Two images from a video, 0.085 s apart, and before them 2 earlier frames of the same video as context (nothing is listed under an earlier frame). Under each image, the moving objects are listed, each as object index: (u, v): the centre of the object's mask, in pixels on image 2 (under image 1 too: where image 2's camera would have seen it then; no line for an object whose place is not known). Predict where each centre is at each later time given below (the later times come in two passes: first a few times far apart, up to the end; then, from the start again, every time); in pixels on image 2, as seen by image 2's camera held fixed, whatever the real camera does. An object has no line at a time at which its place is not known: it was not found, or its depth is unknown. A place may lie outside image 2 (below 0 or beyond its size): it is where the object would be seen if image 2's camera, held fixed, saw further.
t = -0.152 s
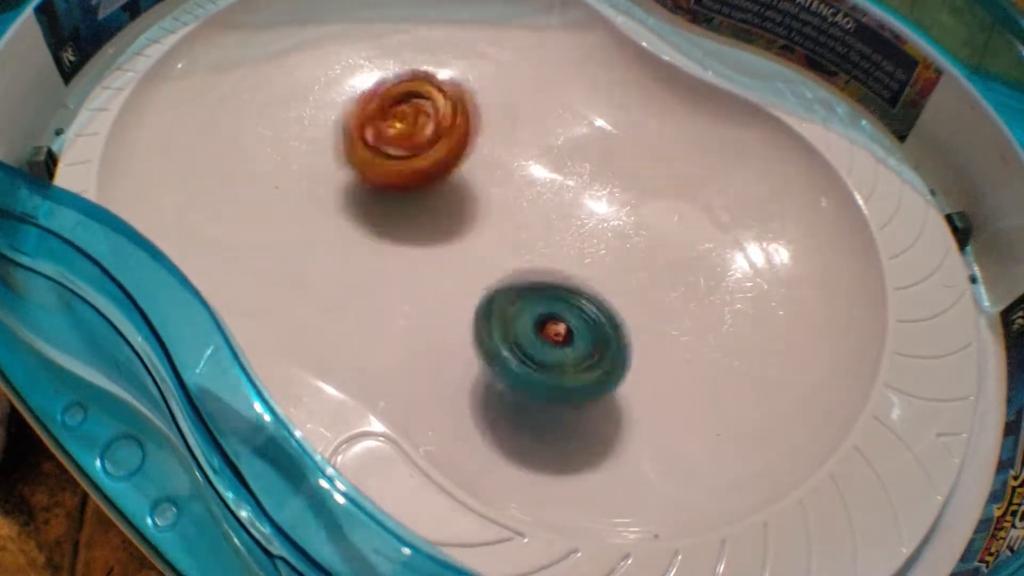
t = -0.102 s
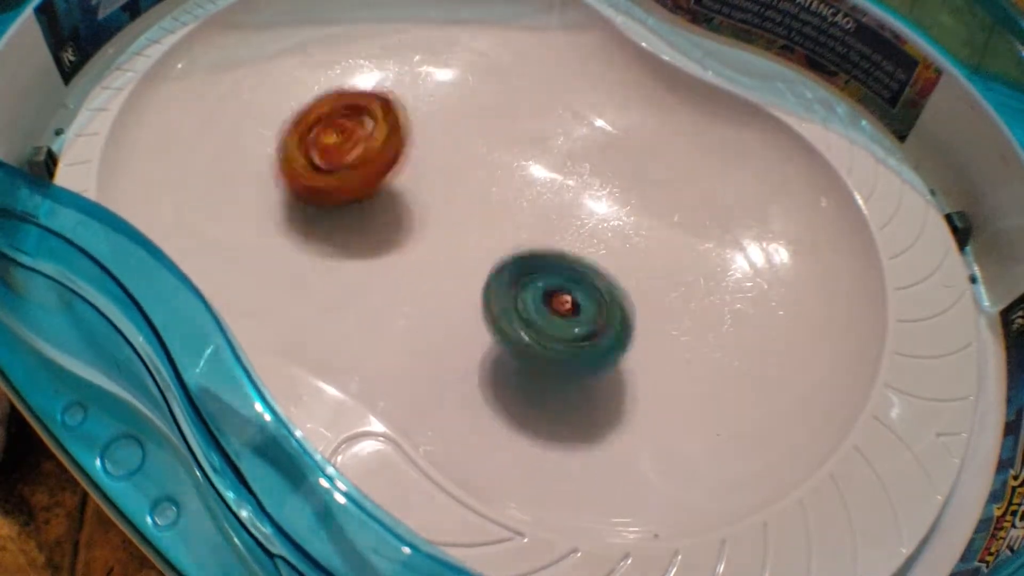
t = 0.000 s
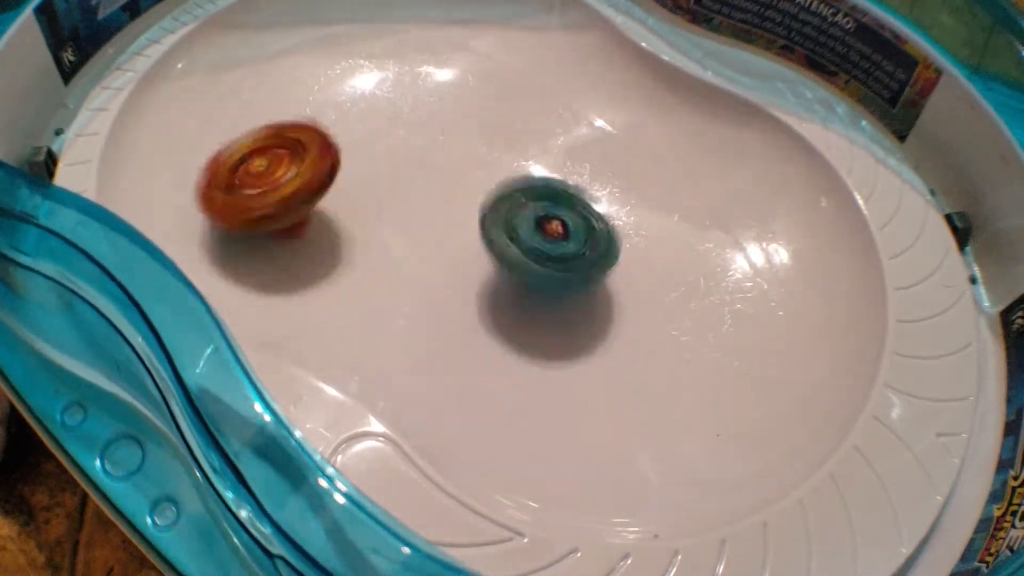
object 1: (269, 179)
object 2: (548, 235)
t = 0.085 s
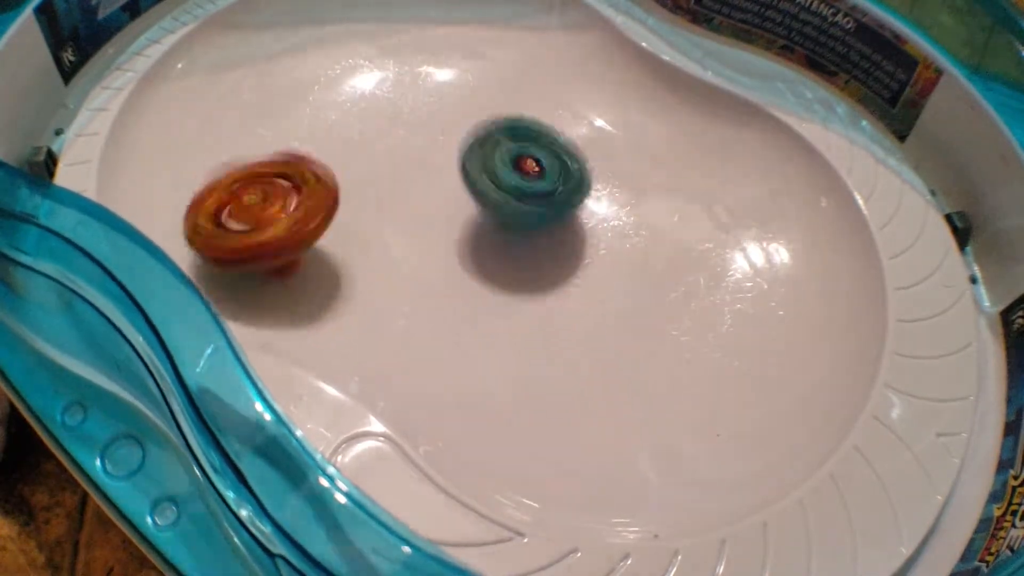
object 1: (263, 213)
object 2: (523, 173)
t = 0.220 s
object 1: (317, 238)
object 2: (446, 61)
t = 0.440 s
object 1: (418, 166)
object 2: (307, 35)
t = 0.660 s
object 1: (412, 70)
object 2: (320, 146)
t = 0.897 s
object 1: (388, 42)
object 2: (499, 157)
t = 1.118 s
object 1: (401, 77)
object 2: (559, 138)
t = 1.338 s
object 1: (423, 123)
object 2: (545, 207)
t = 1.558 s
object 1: (406, 176)
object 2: (615, 325)
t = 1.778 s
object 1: (381, 203)
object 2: (731, 340)
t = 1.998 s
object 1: (385, 172)
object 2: (637, 234)
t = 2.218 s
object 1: (390, 110)
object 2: (478, 204)
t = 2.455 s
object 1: (410, 62)
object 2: (475, 240)
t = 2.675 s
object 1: (440, 67)
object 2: (492, 189)
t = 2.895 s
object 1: (422, 46)
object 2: (449, 195)
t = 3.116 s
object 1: (374, 79)
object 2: (483, 225)
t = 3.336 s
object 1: (334, 121)
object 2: (484, 173)
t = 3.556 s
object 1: (290, 154)
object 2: (430, 113)
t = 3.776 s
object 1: (274, 173)
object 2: (344, 88)
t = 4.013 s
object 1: (311, 194)
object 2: (371, 76)
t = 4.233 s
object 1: (378, 163)
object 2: (440, 73)
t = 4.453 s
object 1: (421, 149)
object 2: (453, 49)
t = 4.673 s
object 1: (438, 182)
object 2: (401, 86)
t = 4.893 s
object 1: (447, 244)
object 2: (387, 130)
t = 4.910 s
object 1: (450, 246)
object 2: (387, 133)
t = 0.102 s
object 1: (264, 220)
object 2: (515, 160)
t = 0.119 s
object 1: (269, 227)
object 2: (509, 148)
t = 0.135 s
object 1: (277, 232)
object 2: (500, 135)
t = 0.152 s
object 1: (284, 237)
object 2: (491, 120)
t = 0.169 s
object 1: (292, 238)
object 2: (480, 105)
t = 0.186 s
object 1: (300, 241)
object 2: (466, 87)
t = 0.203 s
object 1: (309, 240)
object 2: (457, 75)
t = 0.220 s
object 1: (317, 238)
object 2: (446, 61)
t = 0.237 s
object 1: (326, 237)
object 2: (436, 52)
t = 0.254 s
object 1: (333, 234)
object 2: (423, 42)
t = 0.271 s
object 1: (343, 229)
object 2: (412, 36)
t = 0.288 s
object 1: (351, 226)
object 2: (403, 33)
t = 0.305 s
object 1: (358, 221)
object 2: (393, 30)
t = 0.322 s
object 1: (367, 216)
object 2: (383, 29)
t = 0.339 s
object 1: (375, 210)
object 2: (373, 28)
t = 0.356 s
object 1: (383, 204)
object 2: (362, 28)
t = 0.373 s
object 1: (392, 197)
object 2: (351, 29)
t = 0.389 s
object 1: (399, 189)
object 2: (338, 29)
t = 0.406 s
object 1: (406, 181)
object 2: (328, 31)
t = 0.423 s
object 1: (413, 171)
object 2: (318, 33)
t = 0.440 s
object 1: (418, 166)
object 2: (307, 35)
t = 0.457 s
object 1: (423, 155)
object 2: (298, 39)
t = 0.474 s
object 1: (428, 150)
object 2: (290, 42)
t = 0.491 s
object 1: (430, 142)
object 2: (283, 49)
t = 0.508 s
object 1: (431, 134)
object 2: (276, 58)
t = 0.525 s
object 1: (433, 126)
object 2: (273, 66)
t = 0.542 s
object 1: (431, 121)
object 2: (271, 76)
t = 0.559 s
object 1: (430, 113)
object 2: (271, 87)
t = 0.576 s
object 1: (429, 106)
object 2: (275, 100)
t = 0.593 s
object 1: (426, 99)
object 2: (279, 110)
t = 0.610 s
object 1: (422, 90)
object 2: (288, 122)
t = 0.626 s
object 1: (419, 83)
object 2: (295, 132)
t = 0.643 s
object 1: (415, 77)
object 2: (306, 139)
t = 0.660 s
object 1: (412, 70)
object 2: (320, 146)
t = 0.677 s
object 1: (411, 66)
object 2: (332, 151)
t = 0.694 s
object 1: (407, 62)
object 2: (345, 156)
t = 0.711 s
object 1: (406, 58)
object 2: (360, 161)
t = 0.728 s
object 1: (404, 55)
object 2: (373, 163)
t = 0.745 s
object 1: (400, 51)
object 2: (385, 164)
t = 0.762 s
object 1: (399, 48)
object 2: (400, 166)
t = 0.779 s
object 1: (398, 47)
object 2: (412, 164)
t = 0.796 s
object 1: (395, 44)
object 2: (425, 165)
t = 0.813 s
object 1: (394, 43)
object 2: (437, 163)
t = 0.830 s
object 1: (393, 42)
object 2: (450, 162)
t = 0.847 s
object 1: (391, 42)
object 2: (463, 160)
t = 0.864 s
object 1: (390, 41)
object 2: (473, 159)
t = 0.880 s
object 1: (390, 42)
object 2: (486, 158)
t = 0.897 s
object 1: (388, 42)
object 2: (499, 157)
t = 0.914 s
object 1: (388, 43)
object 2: (511, 156)
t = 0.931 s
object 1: (388, 44)
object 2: (524, 154)
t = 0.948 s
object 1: (388, 45)
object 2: (534, 154)
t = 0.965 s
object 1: (388, 46)
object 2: (544, 152)
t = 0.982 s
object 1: (390, 48)
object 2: (551, 151)
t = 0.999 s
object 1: (389, 51)
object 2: (557, 148)
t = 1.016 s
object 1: (391, 53)
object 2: (561, 145)
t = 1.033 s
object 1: (393, 56)
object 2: (565, 143)
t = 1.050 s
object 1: (393, 61)
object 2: (565, 142)
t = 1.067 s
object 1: (395, 64)
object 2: (566, 140)
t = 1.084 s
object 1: (397, 68)
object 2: (564, 138)
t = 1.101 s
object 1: (399, 73)
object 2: (562, 138)
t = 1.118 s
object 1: (401, 77)
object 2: (559, 138)
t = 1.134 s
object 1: (404, 81)
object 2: (555, 140)
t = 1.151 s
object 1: (405, 85)
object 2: (553, 140)
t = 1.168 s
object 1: (408, 88)
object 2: (548, 145)
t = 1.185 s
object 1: (411, 91)
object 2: (545, 148)
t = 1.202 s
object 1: (412, 96)
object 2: (542, 152)
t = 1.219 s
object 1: (413, 98)
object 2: (541, 157)
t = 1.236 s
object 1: (416, 102)
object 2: (538, 163)
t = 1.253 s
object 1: (417, 106)
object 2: (538, 170)
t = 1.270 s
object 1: (418, 109)
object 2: (537, 177)
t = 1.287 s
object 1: (421, 111)
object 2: (538, 184)
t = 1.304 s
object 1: (421, 115)
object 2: (539, 191)
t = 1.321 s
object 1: (421, 120)
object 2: (542, 198)
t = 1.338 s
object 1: (423, 123)
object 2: (545, 207)
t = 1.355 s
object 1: (423, 127)
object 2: (547, 216)
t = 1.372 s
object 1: (423, 131)
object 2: (551, 225)
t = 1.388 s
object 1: (425, 136)
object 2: (555, 235)
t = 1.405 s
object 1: (424, 140)
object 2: (559, 245)
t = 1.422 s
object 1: (422, 145)
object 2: (563, 255)
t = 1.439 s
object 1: (422, 149)
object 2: (569, 264)
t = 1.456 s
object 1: (419, 154)
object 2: (573, 272)
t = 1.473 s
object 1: (417, 157)
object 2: (580, 281)
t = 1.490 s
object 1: (417, 161)
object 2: (586, 290)
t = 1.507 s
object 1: (413, 165)
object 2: (593, 298)
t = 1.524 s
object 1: (410, 169)
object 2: (599, 308)
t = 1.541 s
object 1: (410, 172)
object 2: (607, 316)
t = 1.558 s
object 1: (406, 176)
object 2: (615, 325)
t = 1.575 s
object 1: (403, 179)
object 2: (623, 333)
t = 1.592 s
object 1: (402, 182)
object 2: (633, 342)
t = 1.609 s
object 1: (398, 186)
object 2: (642, 350)
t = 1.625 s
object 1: (396, 188)
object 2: (652, 358)
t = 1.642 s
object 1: (395, 190)
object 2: (662, 363)
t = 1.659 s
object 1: (392, 193)
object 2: (673, 366)
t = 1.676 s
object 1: (390, 196)
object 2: (683, 366)
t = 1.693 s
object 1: (389, 197)
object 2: (693, 368)
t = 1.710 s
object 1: (386, 200)
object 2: (703, 364)
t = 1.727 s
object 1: (385, 200)
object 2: (712, 361)
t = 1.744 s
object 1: (384, 201)
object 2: (719, 356)
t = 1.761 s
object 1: (383, 202)
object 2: (726, 348)
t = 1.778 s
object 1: (381, 203)
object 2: (731, 340)
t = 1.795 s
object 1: (381, 202)
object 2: (734, 333)
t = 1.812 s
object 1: (381, 203)
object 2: (735, 319)
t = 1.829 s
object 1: (379, 202)
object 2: (734, 306)
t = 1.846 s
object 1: (380, 198)
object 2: (729, 295)
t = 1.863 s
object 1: (380, 198)
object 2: (725, 285)
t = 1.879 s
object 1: (380, 196)
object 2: (715, 276)
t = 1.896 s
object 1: (381, 193)
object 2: (707, 269)
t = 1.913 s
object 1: (381, 191)
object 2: (695, 260)
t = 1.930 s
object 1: (381, 188)
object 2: (685, 253)
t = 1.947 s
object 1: (382, 184)
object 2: (672, 246)
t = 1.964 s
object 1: (384, 181)
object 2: (661, 241)
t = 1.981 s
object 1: (383, 175)
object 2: (648, 236)
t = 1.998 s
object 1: (385, 172)
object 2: (637, 234)
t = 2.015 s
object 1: (387, 169)
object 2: (623, 228)
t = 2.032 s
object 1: (386, 165)
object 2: (611, 227)
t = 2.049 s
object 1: (388, 160)
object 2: (596, 223)
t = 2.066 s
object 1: (389, 157)
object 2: (583, 219)
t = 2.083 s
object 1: (389, 153)
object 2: (567, 215)
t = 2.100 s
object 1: (390, 148)
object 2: (555, 212)
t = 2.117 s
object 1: (392, 144)
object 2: (538, 208)
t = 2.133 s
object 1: (393, 140)
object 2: (524, 205)
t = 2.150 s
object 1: (394, 135)
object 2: (510, 201)
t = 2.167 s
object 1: (395, 130)
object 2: (500, 200)
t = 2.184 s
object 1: (392, 123)
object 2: (490, 200)
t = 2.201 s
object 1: (391, 117)
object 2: (486, 203)
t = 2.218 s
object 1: (390, 110)
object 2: (478, 204)
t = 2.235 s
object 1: (388, 103)
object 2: (475, 206)
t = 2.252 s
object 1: (388, 97)
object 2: (469, 208)
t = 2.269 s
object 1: (389, 92)
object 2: (467, 211)
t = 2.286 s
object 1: (391, 88)
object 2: (461, 214)
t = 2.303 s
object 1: (393, 84)
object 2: (461, 217)
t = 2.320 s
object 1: (395, 81)
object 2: (457, 220)
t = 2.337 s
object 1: (396, 78)
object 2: (458, 224)
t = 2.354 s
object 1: (397, 75)
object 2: (457, 227)
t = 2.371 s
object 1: (399, 72)
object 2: (459, 231)
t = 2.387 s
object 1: (401, 70)
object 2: (460, 233)
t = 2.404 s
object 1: (403, 67)
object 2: (464, 236)
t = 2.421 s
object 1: (405, 65)
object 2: (466, 238)
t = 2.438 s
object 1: (408, 63)
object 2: (472, 240)
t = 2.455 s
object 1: (410, 62)
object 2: (475, 240)
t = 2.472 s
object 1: (413, 60)
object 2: (481, 241)
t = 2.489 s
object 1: (416, 59)
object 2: (484, 240)
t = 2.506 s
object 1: (419, 59)
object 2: (490, 239)
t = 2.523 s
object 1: (421, 58)
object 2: (493, 236)
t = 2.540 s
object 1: (424, 58)
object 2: (496, 233)
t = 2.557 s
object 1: (426, 59)
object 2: (497, 232)
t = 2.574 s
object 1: (429, 58)
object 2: (500, 226)
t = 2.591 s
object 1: (431, 59)
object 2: (501, 222)
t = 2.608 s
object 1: (434, 61)
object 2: (500, 216)
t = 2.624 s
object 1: (435, 62)
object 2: (499, 210)
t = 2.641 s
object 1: (438, 63)
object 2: (496, 202)
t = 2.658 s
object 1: (440, 66)
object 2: (495, 196)
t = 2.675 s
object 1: (440, 67)
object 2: (492, 189)
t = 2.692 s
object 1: (442, 68)
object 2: (490, 183)
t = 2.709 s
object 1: (444, 70)
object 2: (486, 176)
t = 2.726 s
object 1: (444, 72)
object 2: (482, 170)
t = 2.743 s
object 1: (445, 71)
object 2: (477, 169)
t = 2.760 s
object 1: (445, 66)
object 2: (476, 171)
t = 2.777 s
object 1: (442, 61)
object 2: (471, 172)
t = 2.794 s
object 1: (440, 55)
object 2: (468, 179)
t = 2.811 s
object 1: (438, 50)
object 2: (465, 183)
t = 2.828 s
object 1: (436, 48)
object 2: (461, 185)
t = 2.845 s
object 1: (432, 46)
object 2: (457, 188)
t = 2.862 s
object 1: (429, 46)
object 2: (453, 191)
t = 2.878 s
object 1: (426, 45)
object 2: (452, 192)
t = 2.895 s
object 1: (422, 46)
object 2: (449, 195)
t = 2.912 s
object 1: (418, 45)
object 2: (450, 199)
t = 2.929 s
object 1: (414, 46)
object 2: (448, 202)
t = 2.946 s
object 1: (411, 49)
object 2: (449, 204)
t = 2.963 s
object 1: (406, 50)
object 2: (449, 207)
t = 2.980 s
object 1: (402, 53)
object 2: (450, 210)
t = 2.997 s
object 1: (400, 55)
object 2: (453, 213)
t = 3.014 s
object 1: (395, 58)
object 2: (456, 216)
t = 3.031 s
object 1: (391, 62)
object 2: (461, 220)
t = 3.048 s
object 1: (389, 63)
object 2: (463, 222)
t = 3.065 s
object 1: (384, 68)
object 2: (469, 223)
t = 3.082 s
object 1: (381, 71)
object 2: (473, 225)
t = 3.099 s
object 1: (378, 74)
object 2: (480, 225)
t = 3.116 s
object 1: (374, 79)
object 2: (483, 225)
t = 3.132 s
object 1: (371, 81)
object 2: (488, 224)
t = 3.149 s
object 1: (369, 84)
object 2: (492, 224)
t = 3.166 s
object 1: (366, 88)
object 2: (494, 221)
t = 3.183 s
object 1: (362, 92)
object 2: (497, 217)
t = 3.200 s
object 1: (359, 95)
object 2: (496, 214)
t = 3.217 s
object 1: (357, 98)
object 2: (498, 209)
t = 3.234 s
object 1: (353, 102)
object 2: (496, 205)
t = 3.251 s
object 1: (351, 104)
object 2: (496, 198)
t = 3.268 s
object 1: (348, 107)
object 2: (494, 195)
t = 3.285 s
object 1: (344, 111)
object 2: (492, 188)
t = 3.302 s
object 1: (341, 114)
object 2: (491, 183)
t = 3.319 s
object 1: (337, 117)
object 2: (486, 177)
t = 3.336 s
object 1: (334, 121)
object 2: (484, 173)
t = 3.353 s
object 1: (330, 124)
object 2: (481, 168)
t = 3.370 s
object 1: (326, 127)
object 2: (477, 163)
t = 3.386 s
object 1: (324, 130)
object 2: (474, 159)
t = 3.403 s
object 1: (320, 133)
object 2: (469, 154)
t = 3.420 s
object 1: (318, 135)
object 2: (466, 149)
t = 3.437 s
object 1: (315, 137)
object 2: (461, 145)
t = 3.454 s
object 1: (312, 140)
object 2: (457, 140)
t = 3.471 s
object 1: (309, 142)
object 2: (452, 136)
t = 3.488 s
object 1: (306, 144)
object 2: (446, 131)
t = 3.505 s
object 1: (303, 148)
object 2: (441, 126)
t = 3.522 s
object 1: (296, 150)
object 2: (437, 121)
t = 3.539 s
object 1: (293, 153)
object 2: (435, 115)
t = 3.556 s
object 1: (290, 154)
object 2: (430, 113)
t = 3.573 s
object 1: (286, 156)
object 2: (425, 107)
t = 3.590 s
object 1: (285, 158)
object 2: (419, 103)
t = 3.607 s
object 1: (282, 159)
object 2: (412, 98)
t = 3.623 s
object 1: (281, 161)
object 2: (404, 94)
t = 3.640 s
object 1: (279, 162)
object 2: (394, 92)
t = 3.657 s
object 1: (278, 164)
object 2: (387, 89)
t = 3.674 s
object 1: (278, 164)
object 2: (377, 89)
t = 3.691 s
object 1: (278, 165)
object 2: (369, 88)
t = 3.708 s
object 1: (278, 167)
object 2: (362, 89)
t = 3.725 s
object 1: (276, 168)
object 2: (356, 88)
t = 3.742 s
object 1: (275, 171)
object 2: (350, 88)
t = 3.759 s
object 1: (274, 173)
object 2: (346, 89)
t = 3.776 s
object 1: (274, 173)
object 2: (344, 88)
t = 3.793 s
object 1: (275, 175)
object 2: (342, 89)
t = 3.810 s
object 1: (271, 181)
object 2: (342, 87)
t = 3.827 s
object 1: (270, 184)
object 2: (344, 85)
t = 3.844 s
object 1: (269, 187)
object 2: (346, 83)
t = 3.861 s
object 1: (271, 190)
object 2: (348, 82)
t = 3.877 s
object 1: (272, 191)
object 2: (350, 80)
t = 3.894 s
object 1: (275, 193)
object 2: (351, 79)
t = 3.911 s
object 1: (279, 195)
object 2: (354, 78)
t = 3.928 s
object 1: (283, 196)
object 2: (358, 76)
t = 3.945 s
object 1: (287, 196)
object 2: (360, 76)
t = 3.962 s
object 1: (293, 196)
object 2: (363, 75)
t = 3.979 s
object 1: (298, 196)
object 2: (364, 76)
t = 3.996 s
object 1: (305, 194)
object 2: (368, 75)
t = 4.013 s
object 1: (311, 194)
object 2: (371, 76)
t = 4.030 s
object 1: (318, 190)
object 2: (376, 76)
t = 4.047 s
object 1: (324, 190)
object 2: (380, 77)
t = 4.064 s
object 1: (329, 187)
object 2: (382, 79)
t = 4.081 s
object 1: (336, 184)
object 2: (386, 80)
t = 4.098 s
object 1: (341, 181)
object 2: (392, 80)
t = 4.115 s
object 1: (347, 179)
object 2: (396, 80)
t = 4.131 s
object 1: (352, 176)
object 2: (403, 80)
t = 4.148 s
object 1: (358, 173)
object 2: (408, 81)
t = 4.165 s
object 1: (363, 171)
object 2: (415, 80)
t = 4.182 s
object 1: (367, 169)
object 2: (422, 79)
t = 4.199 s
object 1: (371, 167)
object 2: (429, 78)
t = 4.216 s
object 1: (373, 165)
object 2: (435, 75)
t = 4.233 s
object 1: (378, 163)
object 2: (440, 73)
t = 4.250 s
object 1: (380, 160)
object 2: (444, 70)
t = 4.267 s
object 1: (385, 158)
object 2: (449, 68)
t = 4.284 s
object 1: (389, 156)
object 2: (451, 68)
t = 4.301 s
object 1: (394, 154)
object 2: (454, 63)
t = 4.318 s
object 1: (396, 153)
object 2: (457, 62)
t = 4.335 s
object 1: (402, 149)
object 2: (458, 59)
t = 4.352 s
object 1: (406, 148)
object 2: (459, 56)
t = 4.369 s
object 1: (410, 147)
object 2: (460, 55)
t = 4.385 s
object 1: (414, 146)
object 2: (459, 53)
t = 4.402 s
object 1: (418, 144)
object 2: (457, 52)
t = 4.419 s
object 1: (419, 146)
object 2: (457, 51)
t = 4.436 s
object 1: (419, 146)
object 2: (455, 49)
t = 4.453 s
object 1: (421, 149)
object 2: (453, 49)
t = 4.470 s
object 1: (422, 149)
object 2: (450, 50)
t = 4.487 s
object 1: (423, 151)
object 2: (446, 49)
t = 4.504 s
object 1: (424, 151)
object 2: (442, 50)
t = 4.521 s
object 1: (427, 152)
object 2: (436, 53)
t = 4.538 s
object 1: (429, 153)
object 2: (432, 54)
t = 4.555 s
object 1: (432, 156)
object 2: (428, 59)
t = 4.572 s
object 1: (433, 157)
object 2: (422, 63)
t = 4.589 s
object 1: (434, 162)
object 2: (419, 65)
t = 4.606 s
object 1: (435, 164)
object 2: (416, 71)
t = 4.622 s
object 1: (436, 170)
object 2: (411, 74)
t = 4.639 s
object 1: (437, 175)
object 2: (408, 77)
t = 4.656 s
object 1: (437, 178)
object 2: (405, 82)
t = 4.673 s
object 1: (438, 182)
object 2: (401, 86)
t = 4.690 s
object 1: (436, 185)
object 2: (397, 90)
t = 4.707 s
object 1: (437, 189)
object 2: (394, 96)
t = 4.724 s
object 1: (437, 191)
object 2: (391, 99)
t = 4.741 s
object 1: (438, 197)
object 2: (390, 103)
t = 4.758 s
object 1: (437, 202)
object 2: (389, 108)
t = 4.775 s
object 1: (438, 210)
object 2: (387, 108)
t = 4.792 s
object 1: (439, 215)
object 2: (388, 111)
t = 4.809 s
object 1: (440, 223)
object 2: (385, 115)
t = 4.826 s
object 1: (441, 228)
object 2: (387, 117)
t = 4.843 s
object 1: (441, 235)
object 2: (386, 120)
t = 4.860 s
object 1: (444, 237)
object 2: (385, 124)
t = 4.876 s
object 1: (447, 242)
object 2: (387, 127)
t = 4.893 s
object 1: (447, 244)
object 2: (387, 130)
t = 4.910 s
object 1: (450, 246)
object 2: (387, 133)
